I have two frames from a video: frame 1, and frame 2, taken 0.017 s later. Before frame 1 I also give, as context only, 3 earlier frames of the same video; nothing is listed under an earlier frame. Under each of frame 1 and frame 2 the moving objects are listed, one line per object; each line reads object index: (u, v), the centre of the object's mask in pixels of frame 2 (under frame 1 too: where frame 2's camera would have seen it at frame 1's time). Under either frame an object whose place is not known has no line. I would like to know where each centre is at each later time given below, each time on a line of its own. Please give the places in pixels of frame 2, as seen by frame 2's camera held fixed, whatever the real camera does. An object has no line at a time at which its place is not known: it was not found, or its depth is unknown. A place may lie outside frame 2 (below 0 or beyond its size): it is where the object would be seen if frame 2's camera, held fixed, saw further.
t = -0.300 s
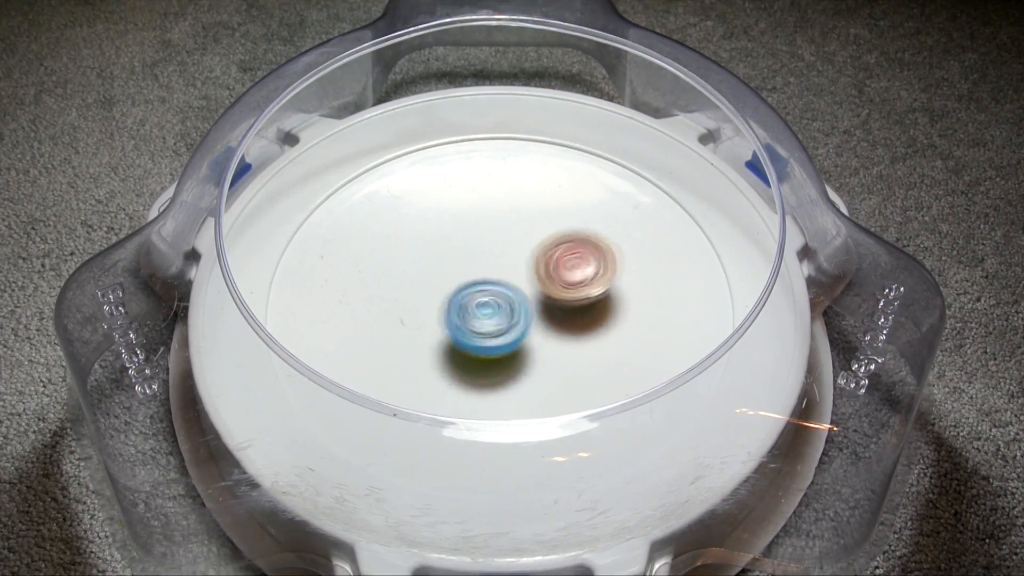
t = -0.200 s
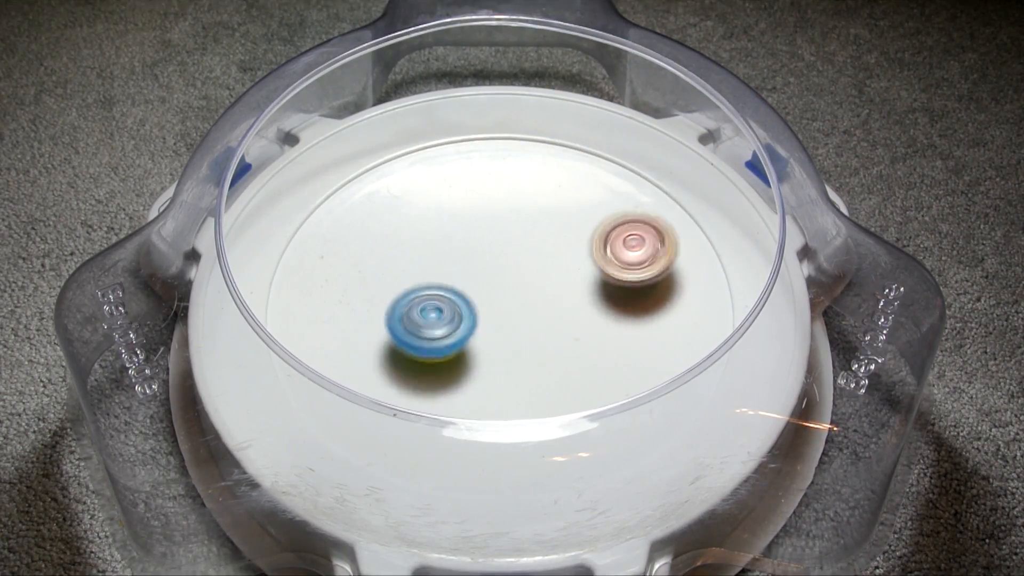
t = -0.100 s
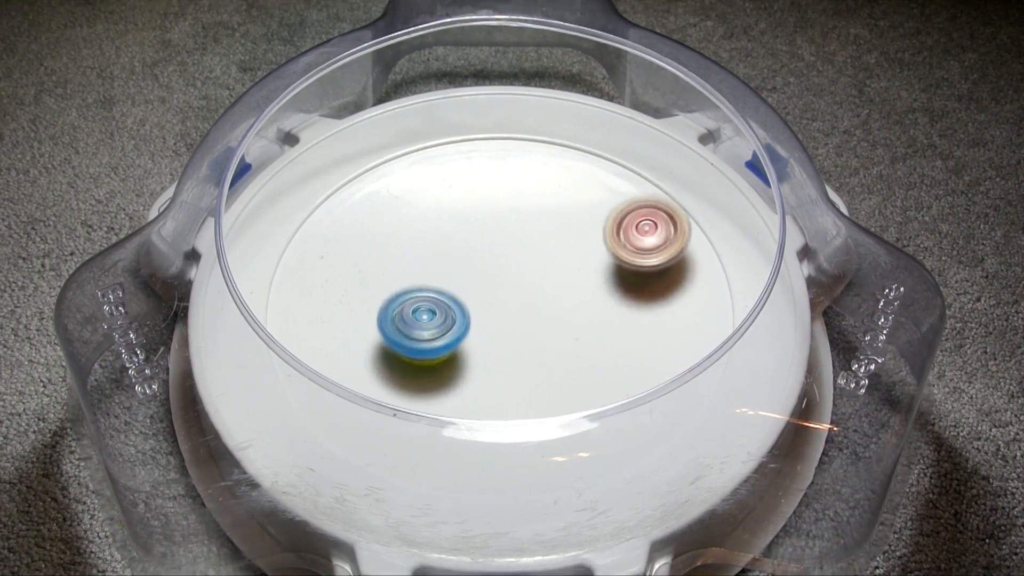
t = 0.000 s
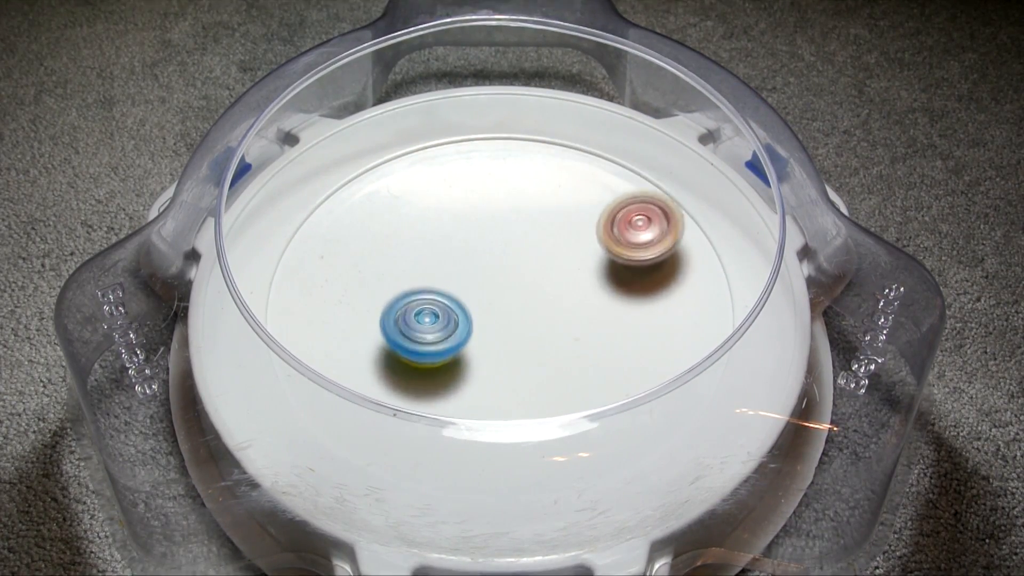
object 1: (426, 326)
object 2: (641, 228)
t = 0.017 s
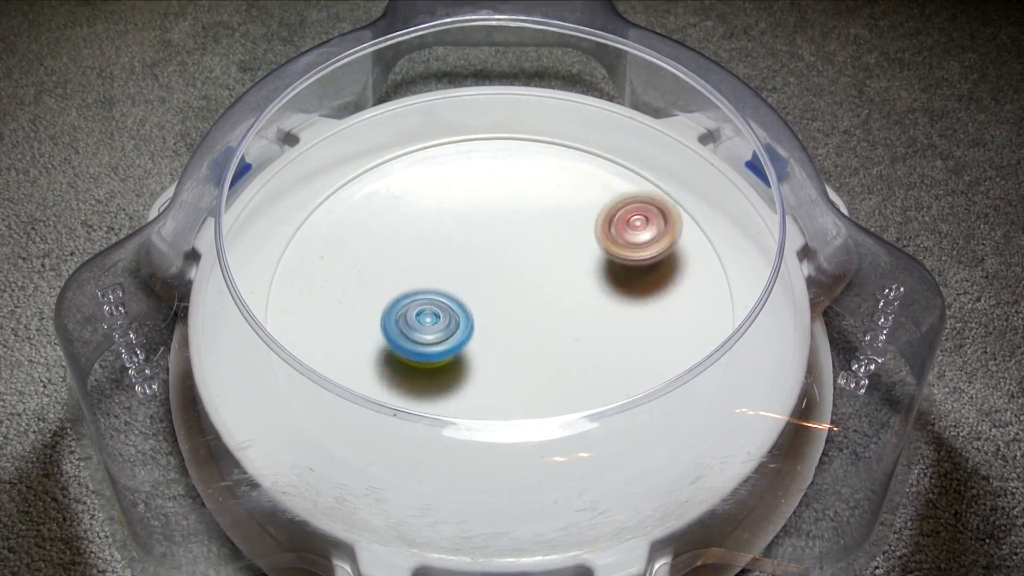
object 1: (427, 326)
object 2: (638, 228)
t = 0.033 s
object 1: (428, 327)
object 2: (636, 229)
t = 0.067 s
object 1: (431, 326)
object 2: (629, 230)
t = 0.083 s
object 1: (432, 326)
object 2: (626, 231)
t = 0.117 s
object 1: (435, 326)
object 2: (620, 233)
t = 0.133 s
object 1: (437, 325)
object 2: (616, 235)
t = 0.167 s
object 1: (440, 324)
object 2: (609, 238)
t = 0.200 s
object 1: (444, 323)
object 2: (601, 242)
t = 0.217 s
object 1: (446, 322)
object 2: (597, 244)
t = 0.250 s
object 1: (450, 321)
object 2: (587, 251)
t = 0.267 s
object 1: (452, 319)
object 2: (582, 255)
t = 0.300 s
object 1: (456, 317)
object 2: (571, 263)
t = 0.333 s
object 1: (461, 315)
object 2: (559, 274)
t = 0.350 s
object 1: (463, 314)
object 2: (553, 280)
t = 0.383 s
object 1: (455, 313)
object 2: (552, 290)
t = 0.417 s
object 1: (449, 313)
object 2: (551, 299)
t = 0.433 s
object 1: (448, 312)
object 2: (551, 304)
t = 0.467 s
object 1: (448, 310)
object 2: (550, 313)
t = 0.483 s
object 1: (449, 310)
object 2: (550, 318)
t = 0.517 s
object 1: (450, 308)
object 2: (549, 327)
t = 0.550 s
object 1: (452, 307)
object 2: (549, 335)
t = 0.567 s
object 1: (453, 306)
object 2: (549, 338)
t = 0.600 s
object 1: (455, 305)
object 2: (550, 344)
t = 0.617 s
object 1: (457, 304)
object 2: (551, 347)
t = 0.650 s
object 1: (459, 303)
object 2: (552, 351)
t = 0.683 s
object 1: (462, 301)
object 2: (553, 355)
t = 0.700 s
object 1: (464, 300)
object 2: (553, 356)
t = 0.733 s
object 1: (466, 299)
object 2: (553, 356)
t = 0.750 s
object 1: (468, 298)
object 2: (553, 358)
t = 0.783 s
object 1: (471, 296)
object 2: (551, 358)
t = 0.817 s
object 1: (475, 295)
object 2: (549, 357)
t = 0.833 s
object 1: (476, 294)
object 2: (547, 358)
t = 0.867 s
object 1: (479, 293)
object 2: (543, 356)
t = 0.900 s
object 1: (482, 291)
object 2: (540, 355)
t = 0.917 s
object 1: (483, 290)
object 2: (538, 354)
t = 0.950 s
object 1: (487, 288)
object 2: (534, 352)
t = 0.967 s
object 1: (488, 288)
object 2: (532, 352)
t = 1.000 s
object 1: (491, 281)
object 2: (529, 357)
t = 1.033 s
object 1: (492, 275)
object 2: (526, 361)
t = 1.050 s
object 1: (493, 273)
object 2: (524, 362)
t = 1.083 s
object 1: (496, 270)
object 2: (521, 363)
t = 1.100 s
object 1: (497, 269)
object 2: (519, 363)
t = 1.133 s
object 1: (499, 268)
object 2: (516, 363)
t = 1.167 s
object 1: (501, 267)
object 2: (513, 362)
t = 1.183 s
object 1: (502, 267)
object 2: (510, 361)
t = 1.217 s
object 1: (504, 266)
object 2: (506, 360)
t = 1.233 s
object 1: (505, 265)
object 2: (504, 359)
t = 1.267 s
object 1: (507, 265)
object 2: (500, 357)
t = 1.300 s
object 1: (509, 264)
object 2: (495, 355)
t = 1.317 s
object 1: (510, 264)
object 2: (493, 354)
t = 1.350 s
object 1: (512, 264)
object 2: (488, 351)
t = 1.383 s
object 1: (514, 264)
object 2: (483, 348)
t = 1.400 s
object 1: (515, 264)
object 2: (480, 346)
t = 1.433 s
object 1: (517, 265)
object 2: (474, 343)
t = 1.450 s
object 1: (518, 266)
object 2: (471, 342)
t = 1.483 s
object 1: (521, 266)
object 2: (465, 337)
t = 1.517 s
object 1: (522, 267)
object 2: (459, 333)
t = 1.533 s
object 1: (523, 268)
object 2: (457, 331)
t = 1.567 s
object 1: (525, 269)
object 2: (450, 327)
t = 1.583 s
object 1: (526, 270)
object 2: (446, 324)
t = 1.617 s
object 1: (527, 272)
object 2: (441, 319)
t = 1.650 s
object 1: (529, 273)
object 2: (434, 315)
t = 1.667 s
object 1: (529, 274)
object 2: (432, 313)
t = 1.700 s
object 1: (530, 276)
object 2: (428, 308)
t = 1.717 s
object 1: (530, 277)
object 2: (424, 305)
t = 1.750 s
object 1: (531, 279)
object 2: (420, 301)
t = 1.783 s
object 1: (530, 281)
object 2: (416, 297)
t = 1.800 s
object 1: (531, 282)
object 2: (414, 295)
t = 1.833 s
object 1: (531, 284)
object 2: (412, 292)
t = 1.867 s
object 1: (530, 287)
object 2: (410, 290)
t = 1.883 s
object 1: (530, 288)
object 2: (410, 288)
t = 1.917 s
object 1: (530, 290)
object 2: (410, 285)
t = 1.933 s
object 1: (529, 291)
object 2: (410, 284)
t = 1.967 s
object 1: (529, 293)
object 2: (411, 282)
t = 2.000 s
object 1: (527, 296)
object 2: (413, 280)
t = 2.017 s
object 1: (526, 297)
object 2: (414, 279)
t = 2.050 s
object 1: (525, 299)
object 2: (416, 277)
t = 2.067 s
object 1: (524, 300)
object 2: (418, 276)
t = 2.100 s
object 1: (523, 302)
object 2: (421, 274)
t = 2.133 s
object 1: (521, 304)
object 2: (424, 272)
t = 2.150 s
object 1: (519, 305)
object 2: (426, 271)
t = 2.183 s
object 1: (517, 307)
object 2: (430, 268)
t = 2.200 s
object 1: (516, 308)
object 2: (433, 268)
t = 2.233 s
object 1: (515, 311)
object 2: (437, 264)
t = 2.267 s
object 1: (516, 314)
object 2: (439, 259)
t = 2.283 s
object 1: (514, 315)
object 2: (440, 257)
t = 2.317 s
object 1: (513, 318)
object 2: (444, 254)
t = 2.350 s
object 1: (511, 320)
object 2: (449, 251)
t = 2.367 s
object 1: (511, 321)
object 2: (451, 249)
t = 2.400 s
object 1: (509, 323)
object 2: (455, 247)
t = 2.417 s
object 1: (508, 324)
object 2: (458, 246)
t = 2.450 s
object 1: (506, 324)
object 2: (462, 244)
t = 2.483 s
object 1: (504, 326)
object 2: (468, 242)
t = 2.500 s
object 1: (503, 326)
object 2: (470, 242)
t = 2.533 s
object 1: (501, 327)
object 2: (476, 240)
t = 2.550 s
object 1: (500, 327)
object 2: (479, 239)
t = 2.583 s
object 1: (498, 328)
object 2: (484, 238)
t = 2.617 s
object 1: (495, 328)
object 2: (490, 238)
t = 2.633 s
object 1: (494, 328)
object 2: (493, 237)
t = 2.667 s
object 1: (492, 328)
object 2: (499, 237)
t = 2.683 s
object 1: (491, 328)
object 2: (501, 237)
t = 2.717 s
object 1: (489, 327)
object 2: (507, 237)
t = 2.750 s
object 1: (487, 327)
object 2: (512, 237)
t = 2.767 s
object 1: (486, 326)
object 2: (515, 238)
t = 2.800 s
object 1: (484, 326)
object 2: (519, 238)
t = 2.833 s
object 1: (482, 324)
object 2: (524, 240)
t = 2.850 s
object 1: (481, 323)
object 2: (526, 240)
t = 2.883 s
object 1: (479, 322)
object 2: (531, 242)
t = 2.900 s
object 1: (479, 321)
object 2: (533, 242)
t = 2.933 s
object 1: (478, 319)
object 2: (536, 245)
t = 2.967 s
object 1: (477, 317)
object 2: (539, 248)
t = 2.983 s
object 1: (476, 316)
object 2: (540, 249)
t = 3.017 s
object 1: (476, 313)
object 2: (543, 252)
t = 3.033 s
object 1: (475, 312)
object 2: (545, 253)
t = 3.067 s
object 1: (475, 309)
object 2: (548, 256)
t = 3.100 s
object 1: (475, 307)
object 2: (551, 259)
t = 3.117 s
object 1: (474, 306)
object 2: (553, 261)
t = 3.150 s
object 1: (474, 303)
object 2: (555, 265)
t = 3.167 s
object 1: (474, 301)
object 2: (558, 266)
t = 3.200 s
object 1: (470, 298)
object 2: (564, 270)
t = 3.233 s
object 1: (446, 296)
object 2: (594, 271)
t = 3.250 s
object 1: (435, 295)
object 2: (605, 271)
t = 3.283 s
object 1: (420, 292)
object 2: (628, 271)
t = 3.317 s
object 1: (412, 290)
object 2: (648, 269)
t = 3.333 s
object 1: (409, 290)
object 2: (655, 268)
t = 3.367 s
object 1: (408, 288)
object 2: (670, 263)
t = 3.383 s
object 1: (407, 288)
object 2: (675, 262)
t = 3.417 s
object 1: (408, 287)
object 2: (681, 258)
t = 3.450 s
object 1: (410, 288)
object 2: (683, 255)
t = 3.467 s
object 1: (410, 288)
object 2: (683, 254)
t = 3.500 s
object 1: (412, 288)
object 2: (681, 252)
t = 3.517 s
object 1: (413, 287)
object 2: (679, 252)
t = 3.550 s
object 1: (416, 287)
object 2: (673, 252)
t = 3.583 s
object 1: (419, 287)
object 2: (667, 253)
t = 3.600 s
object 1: (420, 286)
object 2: (663, 253)
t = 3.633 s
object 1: (424, 286)
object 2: (655, 254)
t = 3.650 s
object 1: (426, 285)
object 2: (650, 256)
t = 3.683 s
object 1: (431, 284)
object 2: (640, 259)
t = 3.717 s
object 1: (436, 284)
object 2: (625, 264)
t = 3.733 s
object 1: (438, 284)
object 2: (618, 266)
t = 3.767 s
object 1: (444, 283)
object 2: (600, 274)
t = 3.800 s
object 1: (449, 283)
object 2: (580, 283)
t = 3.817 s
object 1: (452, 283)
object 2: (571, 289)
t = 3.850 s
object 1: (456, 283)
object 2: (548, 304)
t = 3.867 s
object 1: (450, 277)
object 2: (549, 313)
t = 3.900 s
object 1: (433, 265)
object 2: (560, 343)
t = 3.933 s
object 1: (422, 256)
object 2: (569, 362)
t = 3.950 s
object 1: (417, 252)
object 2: (576, 371)
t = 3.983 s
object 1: (415, 247)
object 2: (589, 382)
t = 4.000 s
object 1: (415, 247)
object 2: (600, 393)
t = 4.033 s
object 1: (417, 246)
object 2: (619, 412)
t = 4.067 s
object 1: (420, 247)
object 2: (635, 421)
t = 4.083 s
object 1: (421, 248)
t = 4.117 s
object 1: (425, 249)
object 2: (648, 419)
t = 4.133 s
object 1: (427, 250)
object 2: (648, 413)
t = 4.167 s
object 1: (430, 252)
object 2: (645, 394)
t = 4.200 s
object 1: (434, 254)
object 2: (641, 380)
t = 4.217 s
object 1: (436, 255)
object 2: (635, 370)
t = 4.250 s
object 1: (440, 257)
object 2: (629, 365)
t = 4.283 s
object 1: (444, 260)
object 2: (620, 360)
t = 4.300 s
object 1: (446, 261)
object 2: (614, 356)
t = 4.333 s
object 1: (450, 264)
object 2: (595, 350)
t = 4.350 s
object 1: (452, 265)
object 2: (585, 347)
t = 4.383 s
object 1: (455, 269)
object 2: (563, 342)
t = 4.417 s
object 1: (459, 272)
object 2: (538, 339)
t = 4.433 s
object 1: (460, 273)
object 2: (523, 338)
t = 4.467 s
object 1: (463, 269)
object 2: (496, 345)
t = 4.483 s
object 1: (463, 258)
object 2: (484, 361)
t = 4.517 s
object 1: (464, 233)
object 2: (461, 380)
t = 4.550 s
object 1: (468, 213)
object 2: (445, 390)
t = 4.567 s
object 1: (471, 207)
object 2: (440, 394)
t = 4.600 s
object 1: (474, 197)
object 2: (424, 414)
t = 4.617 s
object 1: (476, 194)
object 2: (416, 425)
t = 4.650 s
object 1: (477, 192)
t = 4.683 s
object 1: (476, 193)
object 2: (396, 451)
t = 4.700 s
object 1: (475, 194)
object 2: (403, 447)
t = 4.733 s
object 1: (474, 195)
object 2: (419, 438)
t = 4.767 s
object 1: (473, 197)
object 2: (432, 429)
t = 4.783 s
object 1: (473, 198)
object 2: (435, 427)
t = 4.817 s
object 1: (472, 200)
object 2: (444, 412)
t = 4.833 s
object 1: (472, 201)
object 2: (447, 406)
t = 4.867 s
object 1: (472, 205)
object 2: (452, 393)
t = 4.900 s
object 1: (472, 208)
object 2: (450, 385)
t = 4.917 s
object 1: (471, 210)
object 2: (448, 380)
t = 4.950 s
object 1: (471, 213)
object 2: (441, 366)
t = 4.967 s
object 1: (470, 216)
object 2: (437, 359)
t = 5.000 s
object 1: (470, 219)
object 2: (429, 344)
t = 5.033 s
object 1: (469, 223)
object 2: (419, 327)
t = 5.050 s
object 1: (469, 225)
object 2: (413, 320)
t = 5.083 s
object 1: (468, 229)
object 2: (403, 304)
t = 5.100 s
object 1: (468, 231)
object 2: (398, 297)
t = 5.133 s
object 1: (467, 235)
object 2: (388, 282)
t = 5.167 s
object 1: (466, 239)
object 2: (378, 267)
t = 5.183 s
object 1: (465, 241)
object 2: (374, 260)
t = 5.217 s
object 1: (463, 245)
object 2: (365, 249)
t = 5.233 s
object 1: (463, 248)
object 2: (362, 244)
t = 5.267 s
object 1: (461, 254)
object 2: (357, 233)
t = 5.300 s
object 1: (459, 260)
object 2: (354, 227)
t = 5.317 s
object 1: (458, 263)
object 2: (354, 225)
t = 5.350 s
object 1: (457, 270)
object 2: (355, 222)
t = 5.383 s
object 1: (454, 276)
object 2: (357, 220)
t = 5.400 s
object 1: (453, 279)
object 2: (359, 219)
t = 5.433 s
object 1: (451, 285)
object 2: (362, 220)
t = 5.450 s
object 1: (449, 288)
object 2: (365, 220)
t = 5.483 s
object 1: (447, 292)
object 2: (372, 221)
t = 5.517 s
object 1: (444, 297)
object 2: (382, 222)
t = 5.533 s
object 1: (443, 299)
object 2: (386, 224)
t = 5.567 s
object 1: (440, 302)
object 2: (400, 226)
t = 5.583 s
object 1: (439, 303)
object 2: (410, 227)
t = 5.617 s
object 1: (437, 306)
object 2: (430, 230)
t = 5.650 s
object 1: (435, 308)
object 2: (448, 232)
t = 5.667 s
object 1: (434, 309)
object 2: (456, 231)
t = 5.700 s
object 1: (432, 312)
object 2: (479, 230)
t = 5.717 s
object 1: (431, 313)
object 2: (490, 231)
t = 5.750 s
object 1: (428, 314)
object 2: (508, 229)
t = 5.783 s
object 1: (426, 315)
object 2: (527, 228)
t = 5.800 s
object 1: (424, 316)
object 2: (538, 226)
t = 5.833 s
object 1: (422, 317)
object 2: (557, 223)
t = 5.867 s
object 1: (420, 317)
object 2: (572, 220)
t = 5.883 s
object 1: (419, 317)
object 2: (580, 219)
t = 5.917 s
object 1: (417, 318)
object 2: (594, 216)
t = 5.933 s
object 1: (416, 318)
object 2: (599, 215)
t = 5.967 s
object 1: (415, 318)
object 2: (608, 214)
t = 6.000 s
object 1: (414, 317)
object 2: (614, 214)
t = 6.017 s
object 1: (413, 317)
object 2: (616, 215)
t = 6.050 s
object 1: (413, 316)
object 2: (618, 217)
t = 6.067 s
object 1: (413, 315)
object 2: (619, 216)
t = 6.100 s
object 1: (413, 313)
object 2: (619, 220)
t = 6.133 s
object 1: (415, 312)
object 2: (617, 224)
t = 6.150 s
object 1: (416, 311)
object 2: (616, 226)
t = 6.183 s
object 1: (419, 310)
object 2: (613, 232)
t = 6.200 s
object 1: (420, 309)
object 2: (611, 236)
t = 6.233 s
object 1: (423, 308)
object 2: (606, 245)
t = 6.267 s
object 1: (426, 307)
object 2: (600, 256)
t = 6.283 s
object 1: (428, 307)
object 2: (597, 261)
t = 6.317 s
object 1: (431, 306)
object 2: (590, 275)
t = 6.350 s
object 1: (435, 305)
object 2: (583, 288)
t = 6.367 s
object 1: (437, 305)
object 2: (579, 296)
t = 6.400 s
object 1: (441, 305)
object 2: (571, 311)
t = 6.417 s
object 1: (442, 305)
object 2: (567, 319)
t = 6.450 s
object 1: (446, 305)
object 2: (561, 331)
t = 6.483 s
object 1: (450, 305)
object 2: (552, 345)
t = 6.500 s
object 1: (452, 305)
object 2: (549, 353)
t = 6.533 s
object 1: (456, 305)
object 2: (543, 365)
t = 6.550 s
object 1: (458, 305)
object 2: (540, 371)
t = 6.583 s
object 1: (462, 306)
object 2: (533, 382)
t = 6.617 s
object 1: (466, 306)
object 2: (528, 388)
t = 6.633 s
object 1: (468, 307)
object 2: (525, 390)
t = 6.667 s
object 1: (472, 308)
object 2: (520, 392)
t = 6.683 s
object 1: (474, 309)
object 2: (517, 394)
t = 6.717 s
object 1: (479, 310)
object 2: (514, 395)
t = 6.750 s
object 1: (483, 311)
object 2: (510, 395)
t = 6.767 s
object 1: (484, 313)
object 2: (508, 395)
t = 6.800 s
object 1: (487, 314)
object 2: (506, 394)
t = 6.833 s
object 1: (491, 316)
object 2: (501, 392)
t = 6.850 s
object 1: (493, 317)
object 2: (499, 391)
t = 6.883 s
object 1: (496, 317)
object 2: (495, 387)
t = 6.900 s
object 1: (498, 316)
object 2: (491, 387)
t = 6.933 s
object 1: (502, 307)
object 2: (484, 390)
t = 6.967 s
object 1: (507, 300)
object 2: (476, 390)
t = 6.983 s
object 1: (509, 297)
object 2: (473, 389)
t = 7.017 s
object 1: (512, 295)
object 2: (468, 387)
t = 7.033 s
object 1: (513, 295)
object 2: (464, 386)
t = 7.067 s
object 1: (514, 295)
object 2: (459, 382)
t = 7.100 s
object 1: (515, 298)
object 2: (453, 376)
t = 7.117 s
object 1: (515, 298)
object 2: (450, 372)
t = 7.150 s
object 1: (515, 301)
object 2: (444, 363)
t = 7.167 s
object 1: (516, 301)
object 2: (442, 357)
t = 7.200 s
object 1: (515, 303)
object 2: (435, 348)
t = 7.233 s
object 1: (515, 305)
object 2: (430, 336)
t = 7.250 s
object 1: (522, 305)
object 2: (419, 330)
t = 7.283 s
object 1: (543, 301)
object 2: (394, 319)
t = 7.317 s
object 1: (561, 297)
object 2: (375, 310)
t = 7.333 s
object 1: (567, 295)
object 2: (368, 306)
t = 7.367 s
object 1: (574, 293)
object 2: (355, 298)
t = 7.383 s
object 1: (577, 293)
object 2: (348, 293)
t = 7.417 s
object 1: (579, 292)
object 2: (336, 284)
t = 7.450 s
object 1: (581, 292)
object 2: (326, 276)
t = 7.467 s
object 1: (581, 292)
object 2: (324, 273)
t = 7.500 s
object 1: (583, 291)
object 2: (320, 266)
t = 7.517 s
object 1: (584, 291)
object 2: (319, 265)
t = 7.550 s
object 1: (585, 290)
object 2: (321, 261)
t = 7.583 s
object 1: (585, 290)
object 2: (325, 259)
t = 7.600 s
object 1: (584, 291)
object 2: (328, 256)
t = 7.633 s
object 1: (583, 290)
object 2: (335, 255)
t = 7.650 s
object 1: (583, 290)
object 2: (340, 252)
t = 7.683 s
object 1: (582, 290)
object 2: (351, 252)
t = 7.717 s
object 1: (580, 290)
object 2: (364, 248)
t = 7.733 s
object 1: (579, 290)
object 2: (375, 247)
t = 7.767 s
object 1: (576, 290)
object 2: (389, 245)
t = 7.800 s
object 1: (573, 290)
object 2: (407, 241)
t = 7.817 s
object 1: (571, 290)
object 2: (413, 241)
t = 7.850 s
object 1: (568, 289)
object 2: (432, 239)
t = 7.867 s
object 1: (567, 289)
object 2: (438, 239)
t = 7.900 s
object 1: (565, 288)
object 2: (456, 236)
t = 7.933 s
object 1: (562, 288)
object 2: (472, 237)
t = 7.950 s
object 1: (559, 287)
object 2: (482, 235)
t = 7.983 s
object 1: (557, 289)
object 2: (495, 236)
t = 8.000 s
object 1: (564, 300)
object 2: (499, 225)
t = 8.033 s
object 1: (573, 320)
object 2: (508, 210)
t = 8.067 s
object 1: (578, 336)
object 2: (517, 202)
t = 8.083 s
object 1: (581, 343)
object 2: (520, 199)
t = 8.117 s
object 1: (581, 351)
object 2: (533, 195)
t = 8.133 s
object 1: (580, 355)
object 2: (538, 195)
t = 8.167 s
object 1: (577, 358)
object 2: (549, 192)
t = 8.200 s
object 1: (576, 358)
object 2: (561, 190)
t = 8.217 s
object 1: (575, 358)
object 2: (567, 191)
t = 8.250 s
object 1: (574, 358)
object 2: (575, 193)
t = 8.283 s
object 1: (572, 357)
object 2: (581, 196)
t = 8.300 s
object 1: (572, 357)
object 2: (585, 199)
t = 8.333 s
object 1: (569, 356)
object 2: (591, 205)
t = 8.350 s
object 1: (569, 355)
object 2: (592, 208)
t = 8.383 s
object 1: (568, 353)
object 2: (597, 217)
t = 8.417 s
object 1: (566, 351)
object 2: (600, 226)
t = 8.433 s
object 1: (565, 351)
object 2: (600, 231)
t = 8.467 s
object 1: (564, 349)
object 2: (601, 241)
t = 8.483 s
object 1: (563, 347)
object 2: (602, 247)
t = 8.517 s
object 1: (562, 344)
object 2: (600, 258)
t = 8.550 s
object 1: (560, 340)
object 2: (597, 269)
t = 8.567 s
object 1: (557, 339)
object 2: (597, 272)
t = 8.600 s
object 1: (545, 339)
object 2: (600, 274)
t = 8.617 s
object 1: (538, 340)
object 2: (600, 274)
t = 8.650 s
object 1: (522, 335)
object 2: (598, 278)
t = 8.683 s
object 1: (509, 330)
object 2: (595, 282)
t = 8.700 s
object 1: (505, 328)
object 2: (593, 285)
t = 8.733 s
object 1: (498, 323)
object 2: (588, 289)
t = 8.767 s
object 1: (495, 318)
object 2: (582, 295)
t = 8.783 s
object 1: (493, 317)
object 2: (583, 298)
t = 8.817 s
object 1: (480, 310)
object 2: (587, 302)
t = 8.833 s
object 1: (475, 307)
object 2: (589, 302)
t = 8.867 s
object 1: (468, 302)
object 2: (593, 304)
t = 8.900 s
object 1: (463, 298)
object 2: (595, 307)
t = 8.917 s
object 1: (463, 296)
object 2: (593, 309)
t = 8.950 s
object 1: (465, 295)
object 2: (593, 311)
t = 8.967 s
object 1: (466, 295)
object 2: (593, 312)
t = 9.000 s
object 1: (467, 294)
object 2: (590, 313)
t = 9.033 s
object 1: (469, 293)
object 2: (586, 314)
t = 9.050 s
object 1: (470, 293)
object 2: (583, 314)
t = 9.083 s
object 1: (472, 292)
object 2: (576, 315)
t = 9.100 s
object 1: (474, 292)
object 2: (572, 317)
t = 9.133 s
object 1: (477, 290)
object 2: (563, 319)
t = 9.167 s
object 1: (478, 286)
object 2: (559, 323)
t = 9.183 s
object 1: (478, 285)
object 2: (558, 325)
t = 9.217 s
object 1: (481, 284)
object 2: (554, 327)
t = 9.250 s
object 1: (480, 279)
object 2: (554, 337)
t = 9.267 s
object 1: (481, 277)
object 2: (554, 340)
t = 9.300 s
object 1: (482, 272)
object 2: (555, 349)
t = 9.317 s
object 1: (481, 271)
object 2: (556, 353)
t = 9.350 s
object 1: (484, 271)
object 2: (555, 359)
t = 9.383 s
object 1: (484, 272)
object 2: (553, 365)
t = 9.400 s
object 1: (485, 274)
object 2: (550, 367)
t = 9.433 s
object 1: (484, 274)
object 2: (547, 370)
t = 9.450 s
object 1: (485, 275)
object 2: (546, 371)
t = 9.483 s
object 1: (486, 275)
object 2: (542, 372)
